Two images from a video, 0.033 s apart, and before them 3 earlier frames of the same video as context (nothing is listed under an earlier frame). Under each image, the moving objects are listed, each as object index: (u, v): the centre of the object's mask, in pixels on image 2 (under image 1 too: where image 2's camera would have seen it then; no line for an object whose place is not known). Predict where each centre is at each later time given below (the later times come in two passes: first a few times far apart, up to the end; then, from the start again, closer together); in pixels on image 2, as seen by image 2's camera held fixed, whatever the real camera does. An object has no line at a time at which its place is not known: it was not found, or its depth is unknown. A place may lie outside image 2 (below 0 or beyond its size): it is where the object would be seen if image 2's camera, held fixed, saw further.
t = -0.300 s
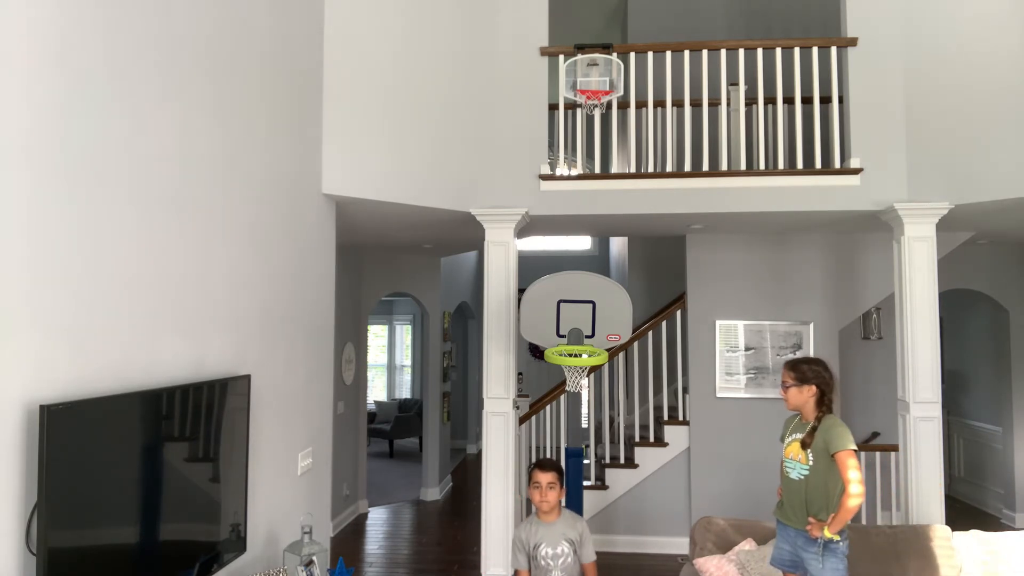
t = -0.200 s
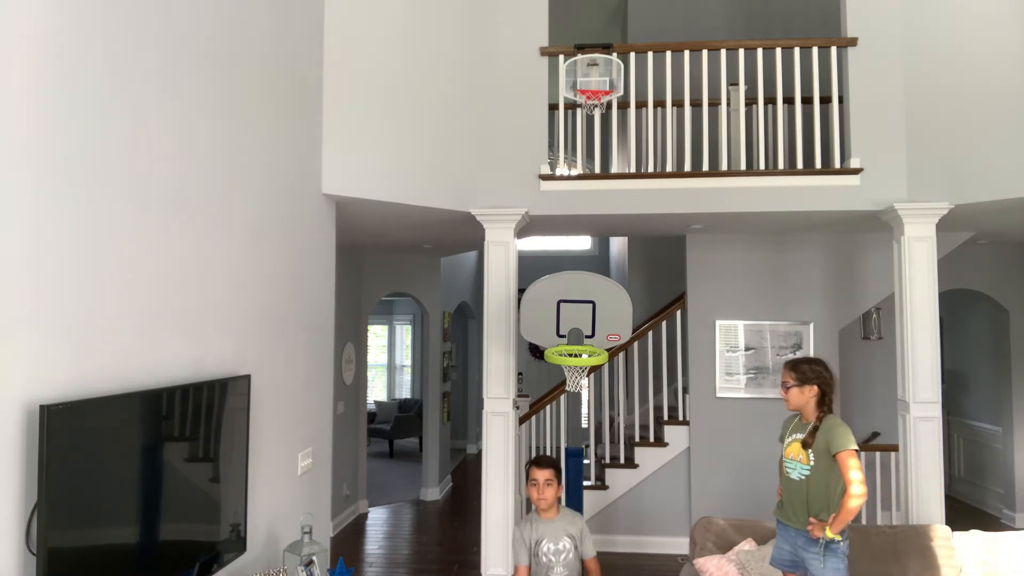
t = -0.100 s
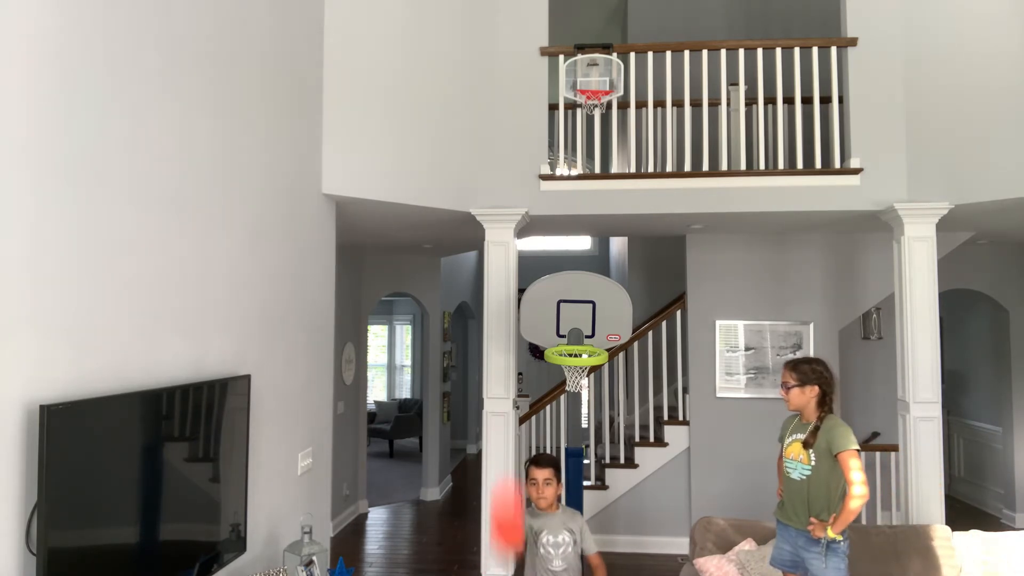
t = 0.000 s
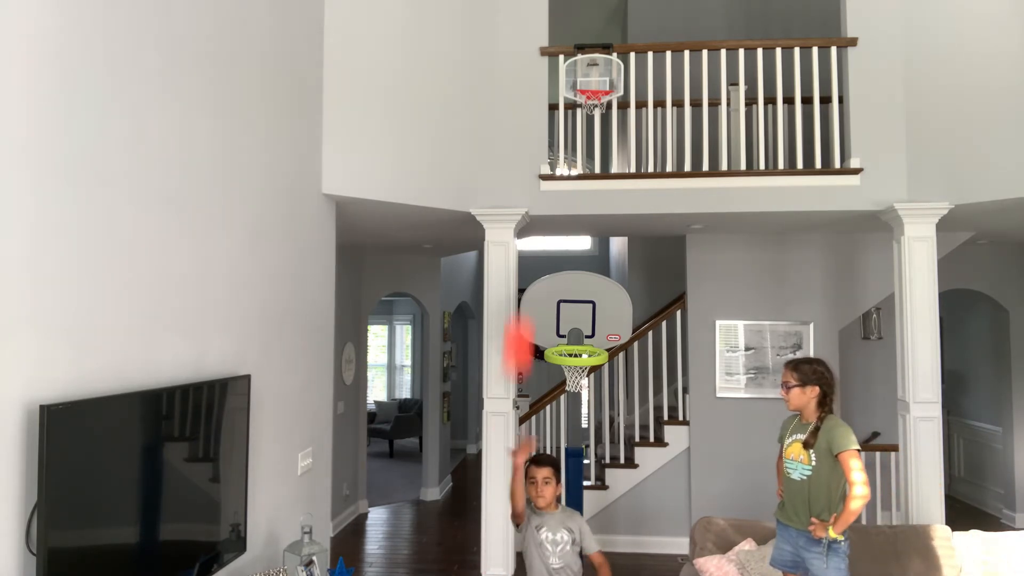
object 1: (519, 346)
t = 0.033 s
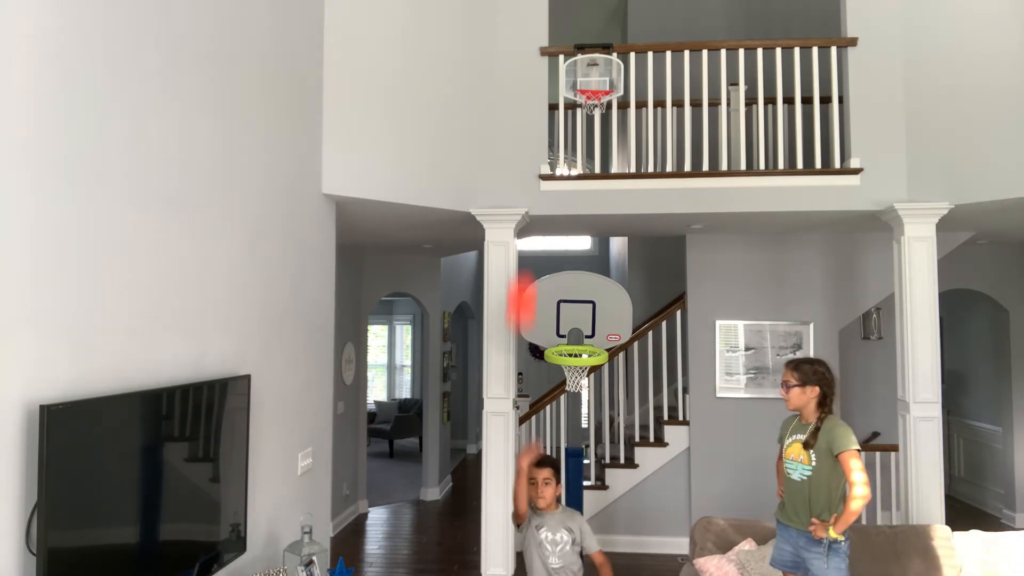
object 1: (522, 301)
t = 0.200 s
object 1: (536, 153)
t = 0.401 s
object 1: (550, 88)
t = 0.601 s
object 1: (561, 100)
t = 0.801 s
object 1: (571, 165)
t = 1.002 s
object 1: (580, 266)
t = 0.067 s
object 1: (526, 267)
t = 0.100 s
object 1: (528, 225)
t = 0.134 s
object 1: (531, 201)
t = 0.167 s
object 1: (533, 175)
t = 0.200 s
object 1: (536, 153)
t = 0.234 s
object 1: (539, 135)
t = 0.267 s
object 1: (541, 122)
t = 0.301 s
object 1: (543, 110)
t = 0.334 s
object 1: (545, 101)
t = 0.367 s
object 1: (548, 94)
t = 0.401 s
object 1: (550, 88)
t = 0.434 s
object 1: (552, 86)
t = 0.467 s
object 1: (554, 85)
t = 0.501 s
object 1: (555, 87)
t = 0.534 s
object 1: (558, 89)
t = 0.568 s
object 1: (559, 94)
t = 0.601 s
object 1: (561, 100)
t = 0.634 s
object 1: (563, 108)
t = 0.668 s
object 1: (565, 116)
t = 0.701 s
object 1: (566, 128)
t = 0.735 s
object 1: (568, 140)
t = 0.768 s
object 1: (570, 154)
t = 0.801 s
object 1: (571, 165)
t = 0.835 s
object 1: (573, 184)
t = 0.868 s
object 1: (574, 199)
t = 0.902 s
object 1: (575, 218)
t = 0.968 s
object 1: (578, 260)
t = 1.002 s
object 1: (580, 266)
